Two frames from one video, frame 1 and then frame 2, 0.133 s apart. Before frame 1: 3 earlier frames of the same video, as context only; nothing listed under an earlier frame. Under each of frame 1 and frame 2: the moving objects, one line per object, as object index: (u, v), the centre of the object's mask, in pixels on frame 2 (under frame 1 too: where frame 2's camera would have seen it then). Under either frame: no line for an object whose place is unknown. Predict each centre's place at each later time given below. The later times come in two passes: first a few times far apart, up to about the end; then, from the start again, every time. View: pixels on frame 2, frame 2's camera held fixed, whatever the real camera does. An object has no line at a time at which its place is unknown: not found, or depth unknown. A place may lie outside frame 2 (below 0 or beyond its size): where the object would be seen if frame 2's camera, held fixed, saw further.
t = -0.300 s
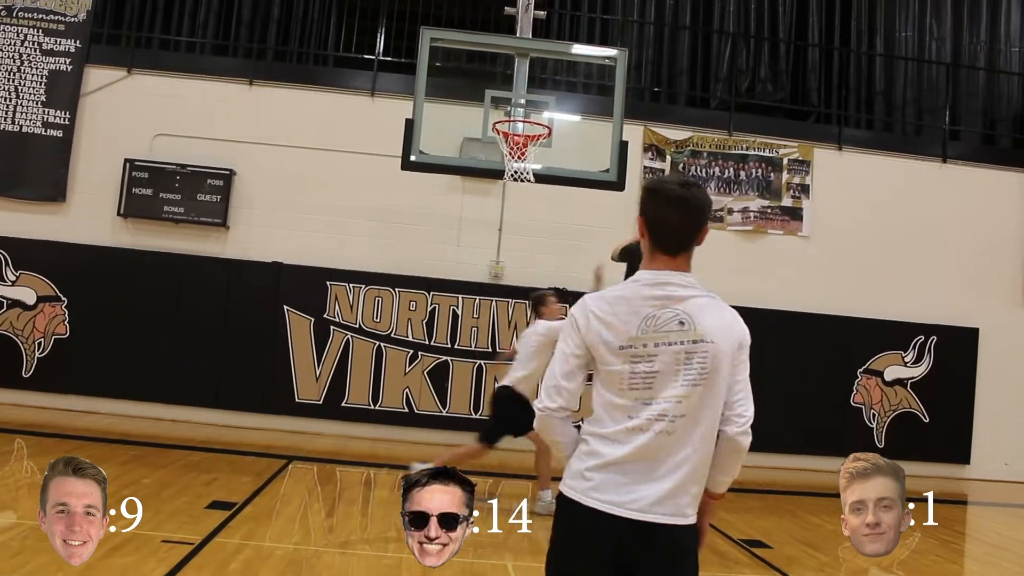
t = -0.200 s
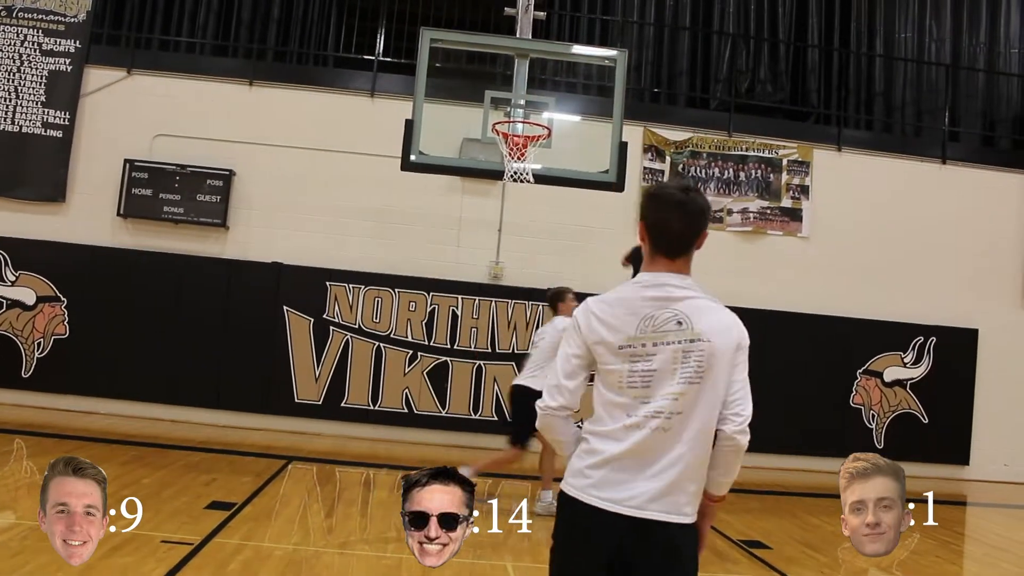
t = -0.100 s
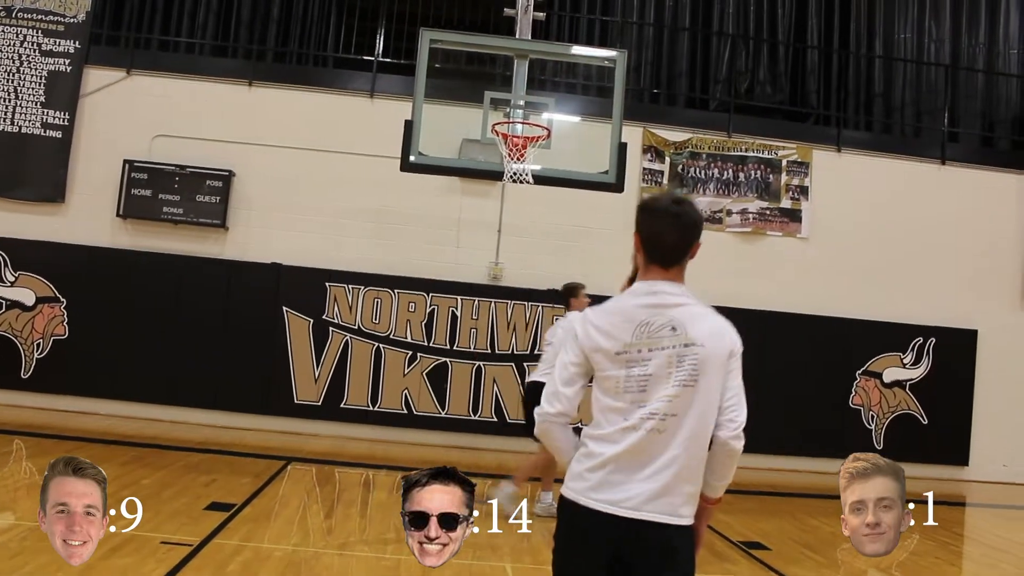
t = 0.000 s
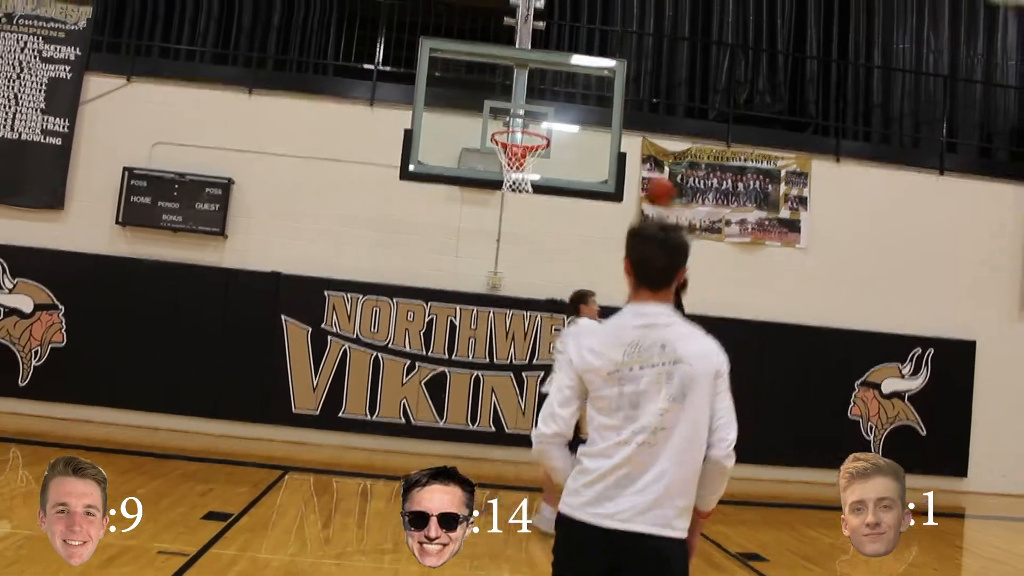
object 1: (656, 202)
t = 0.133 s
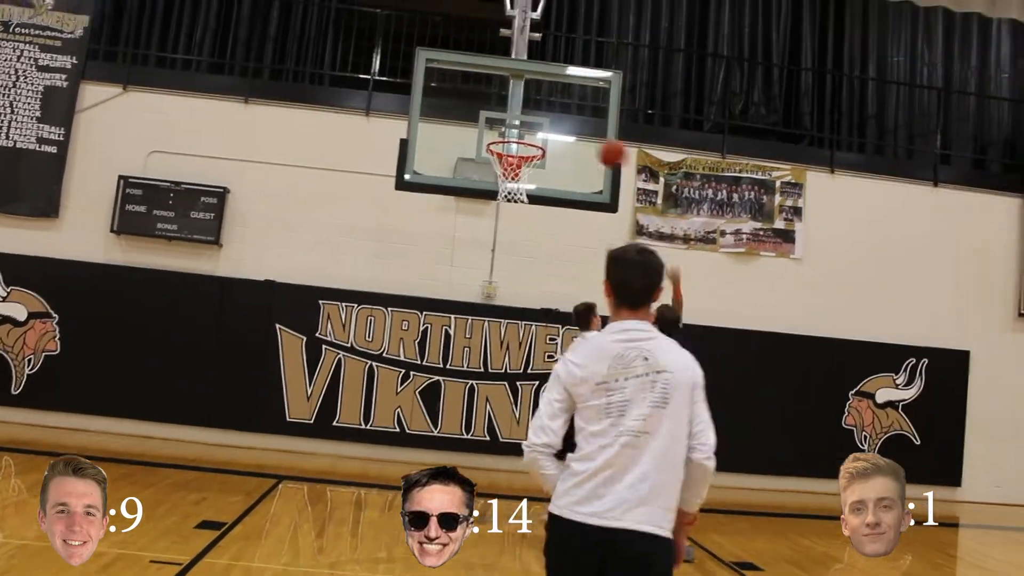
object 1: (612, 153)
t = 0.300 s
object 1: (563, 124)
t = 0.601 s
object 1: (504, 137)
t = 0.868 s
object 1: (550, 125)
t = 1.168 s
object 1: (599, 198)
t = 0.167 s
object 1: (603, 145)
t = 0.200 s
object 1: (592, 137)
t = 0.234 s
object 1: (584, 131)
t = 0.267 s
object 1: (573, 127)
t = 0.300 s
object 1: (563, 124)
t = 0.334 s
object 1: (554, 122)
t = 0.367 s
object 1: (544, 122)
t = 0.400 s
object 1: (533, 122)
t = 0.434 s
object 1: (525, 125)
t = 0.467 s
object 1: (520, 126)
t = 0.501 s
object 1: (514, 128)
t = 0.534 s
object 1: (508, 131)
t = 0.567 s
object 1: (503, 137)
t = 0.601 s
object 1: (504, 137)
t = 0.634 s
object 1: (508, 135)
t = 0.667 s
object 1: (512, 135)
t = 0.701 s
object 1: (519, 132)
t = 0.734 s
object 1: (527, 128)
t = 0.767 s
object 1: (533, 125)
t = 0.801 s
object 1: (537, 124)
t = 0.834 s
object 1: (544, 124)
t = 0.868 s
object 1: (550, 125)
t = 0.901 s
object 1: (555, 127)
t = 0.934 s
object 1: (561, 132)
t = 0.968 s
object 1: (566, 137)
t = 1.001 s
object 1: (573, 144)
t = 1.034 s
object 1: (575, 153)
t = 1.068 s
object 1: (580, 161)
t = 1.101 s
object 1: (585, 172)
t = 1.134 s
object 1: (591, 184)
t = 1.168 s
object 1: (599, 198)
